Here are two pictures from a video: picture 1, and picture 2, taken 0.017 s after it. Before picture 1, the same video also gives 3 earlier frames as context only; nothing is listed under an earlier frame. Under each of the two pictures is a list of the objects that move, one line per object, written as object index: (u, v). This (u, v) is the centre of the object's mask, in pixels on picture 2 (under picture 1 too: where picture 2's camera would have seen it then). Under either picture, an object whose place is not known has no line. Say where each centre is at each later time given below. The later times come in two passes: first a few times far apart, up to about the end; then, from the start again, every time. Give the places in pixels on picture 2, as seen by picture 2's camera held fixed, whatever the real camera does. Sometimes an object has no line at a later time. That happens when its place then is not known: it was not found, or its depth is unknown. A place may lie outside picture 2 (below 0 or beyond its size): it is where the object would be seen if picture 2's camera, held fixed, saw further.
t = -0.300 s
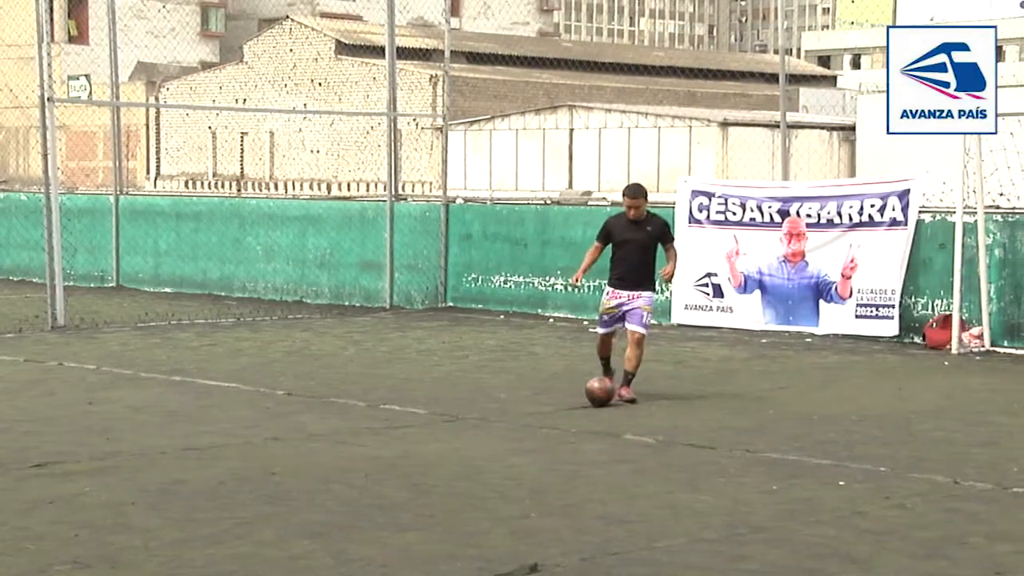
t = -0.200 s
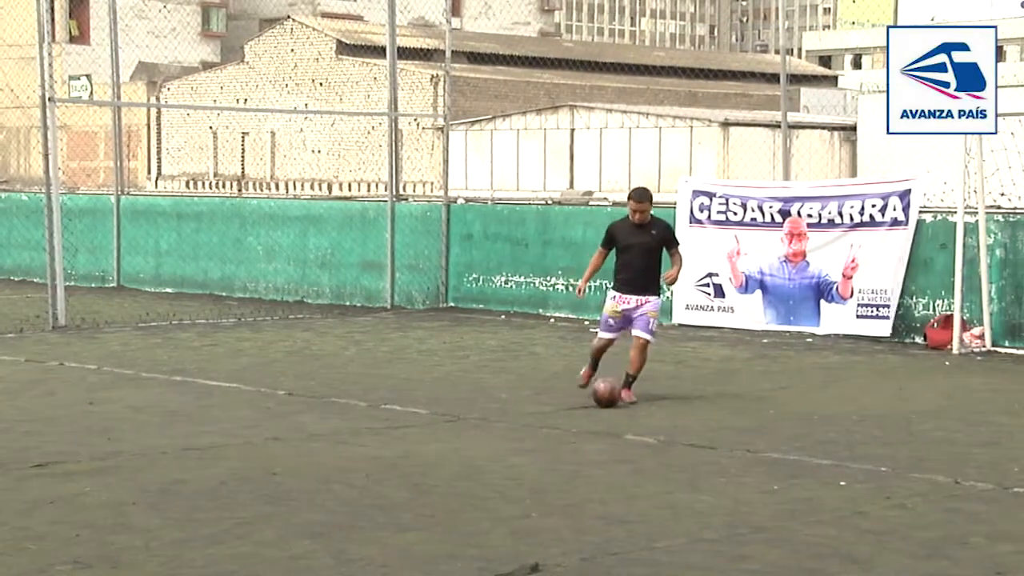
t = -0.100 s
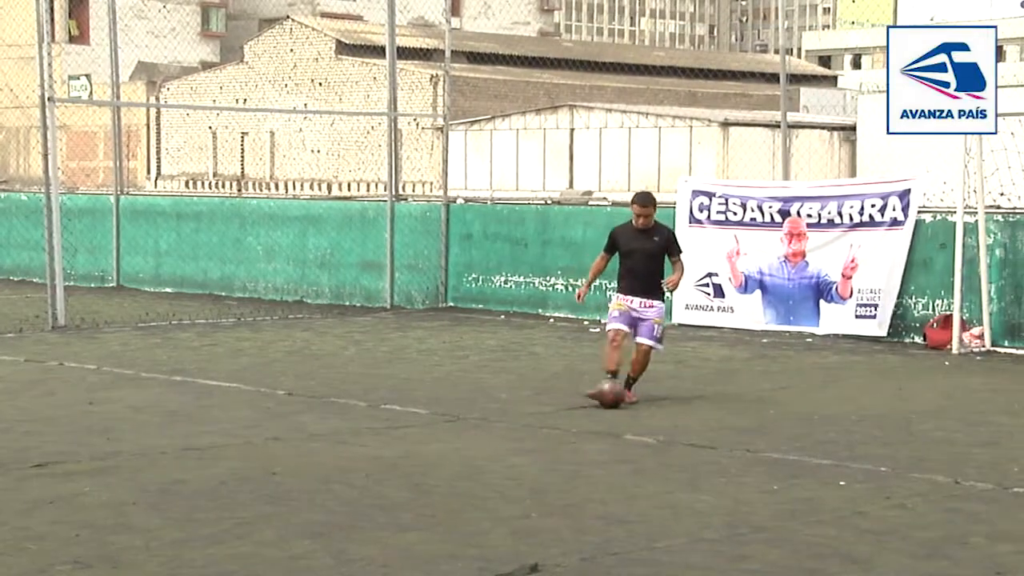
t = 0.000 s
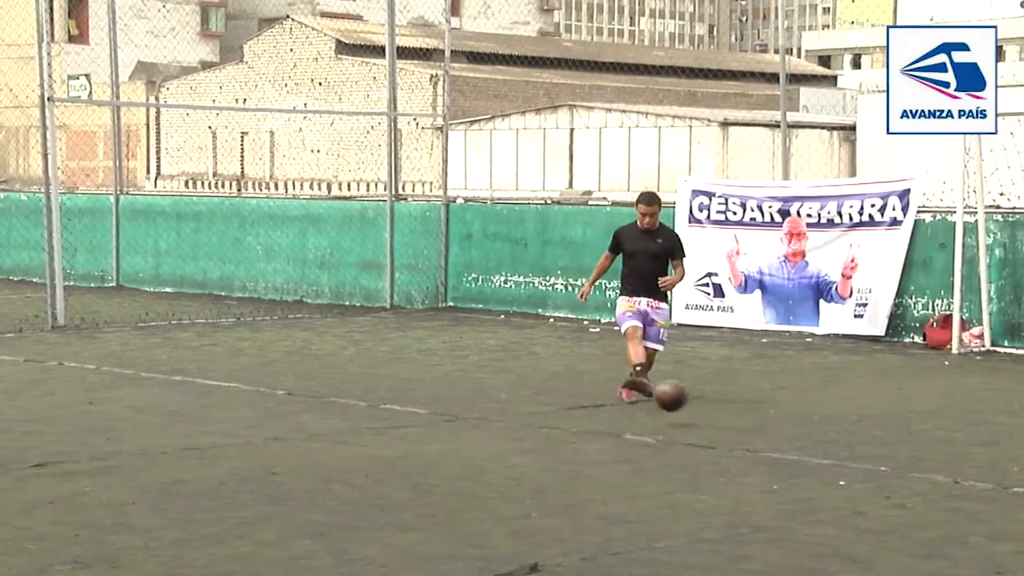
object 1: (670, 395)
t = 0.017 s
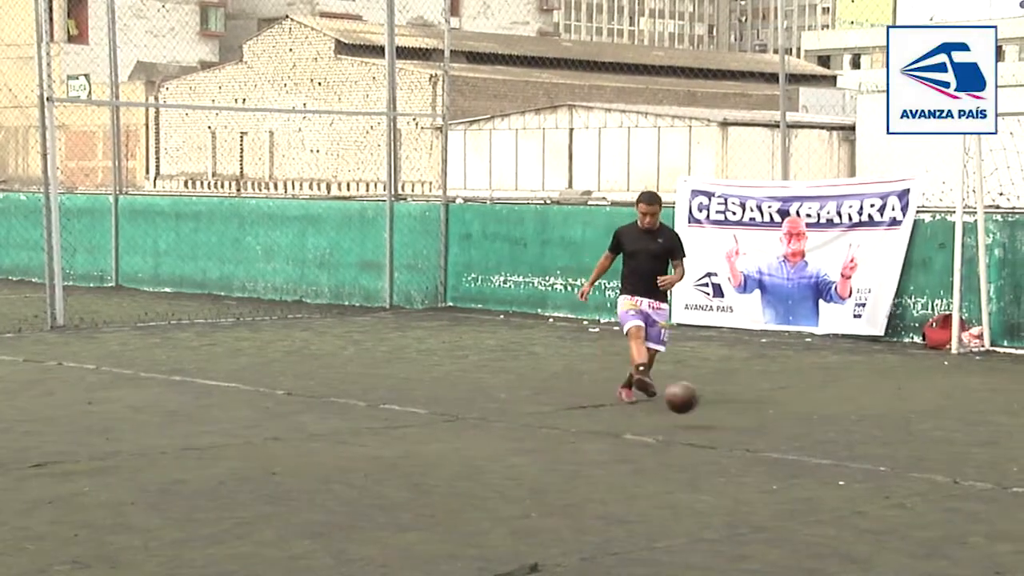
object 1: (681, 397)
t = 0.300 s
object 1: (920, 447)
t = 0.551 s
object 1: (1204, 536)
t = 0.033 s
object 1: (692, 399)
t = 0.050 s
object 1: (705, 402)
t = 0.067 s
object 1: (718, 405)
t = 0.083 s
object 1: (731, 409)
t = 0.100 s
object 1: (744, 413)
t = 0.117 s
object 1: (758, 418)
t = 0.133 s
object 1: (773, 423)
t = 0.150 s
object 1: (788, 430)
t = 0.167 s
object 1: (803, 437)
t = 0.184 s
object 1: (819, 444)
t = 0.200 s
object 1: (833, 446)
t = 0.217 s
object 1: (846, 445)
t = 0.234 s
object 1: (861, 445)
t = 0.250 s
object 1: (875, 445)
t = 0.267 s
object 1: (890, 445)
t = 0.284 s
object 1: (905, 446)
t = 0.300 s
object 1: (920, 447)
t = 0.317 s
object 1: (937, 449)
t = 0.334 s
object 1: (953, 452)
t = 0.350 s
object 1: (970, 456)
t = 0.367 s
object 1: (988, 461)
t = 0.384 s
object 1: (1005, 466)
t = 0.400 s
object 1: (1023, 472)
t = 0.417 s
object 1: (1042, 479)
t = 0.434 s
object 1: (1061, 486)
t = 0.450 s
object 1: (1080, 494)
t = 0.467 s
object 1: (1101, 503)
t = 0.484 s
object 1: (1123, 513)
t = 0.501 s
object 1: (1143, 525)
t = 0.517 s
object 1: (1165, 536)
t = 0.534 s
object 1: (1185, 536)
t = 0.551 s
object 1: (1204, 536)
